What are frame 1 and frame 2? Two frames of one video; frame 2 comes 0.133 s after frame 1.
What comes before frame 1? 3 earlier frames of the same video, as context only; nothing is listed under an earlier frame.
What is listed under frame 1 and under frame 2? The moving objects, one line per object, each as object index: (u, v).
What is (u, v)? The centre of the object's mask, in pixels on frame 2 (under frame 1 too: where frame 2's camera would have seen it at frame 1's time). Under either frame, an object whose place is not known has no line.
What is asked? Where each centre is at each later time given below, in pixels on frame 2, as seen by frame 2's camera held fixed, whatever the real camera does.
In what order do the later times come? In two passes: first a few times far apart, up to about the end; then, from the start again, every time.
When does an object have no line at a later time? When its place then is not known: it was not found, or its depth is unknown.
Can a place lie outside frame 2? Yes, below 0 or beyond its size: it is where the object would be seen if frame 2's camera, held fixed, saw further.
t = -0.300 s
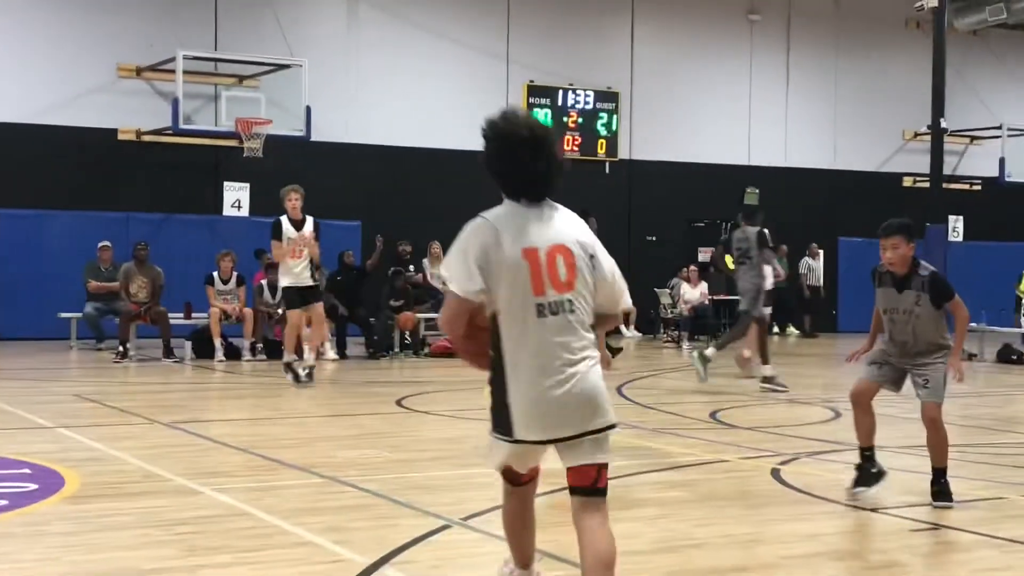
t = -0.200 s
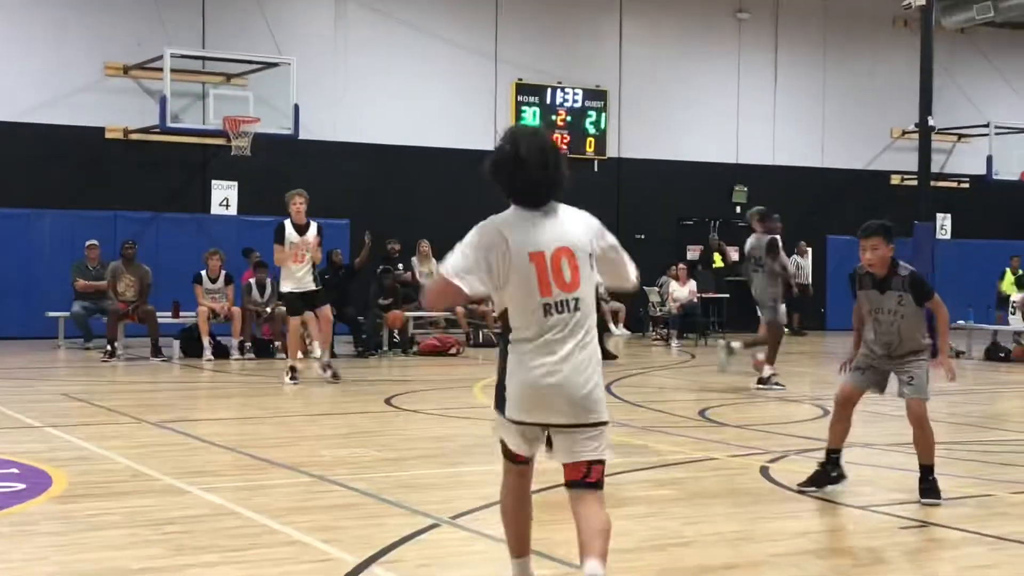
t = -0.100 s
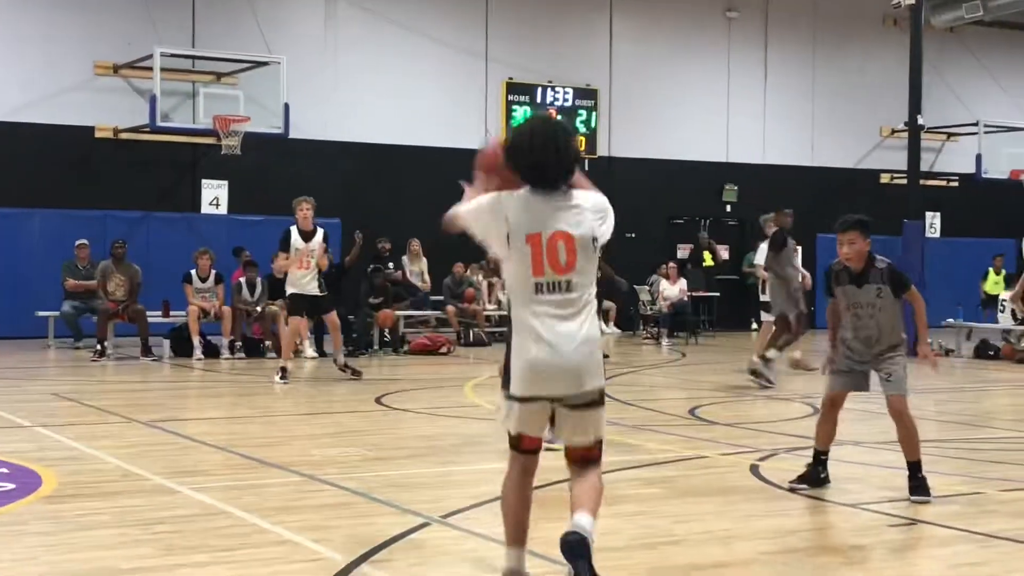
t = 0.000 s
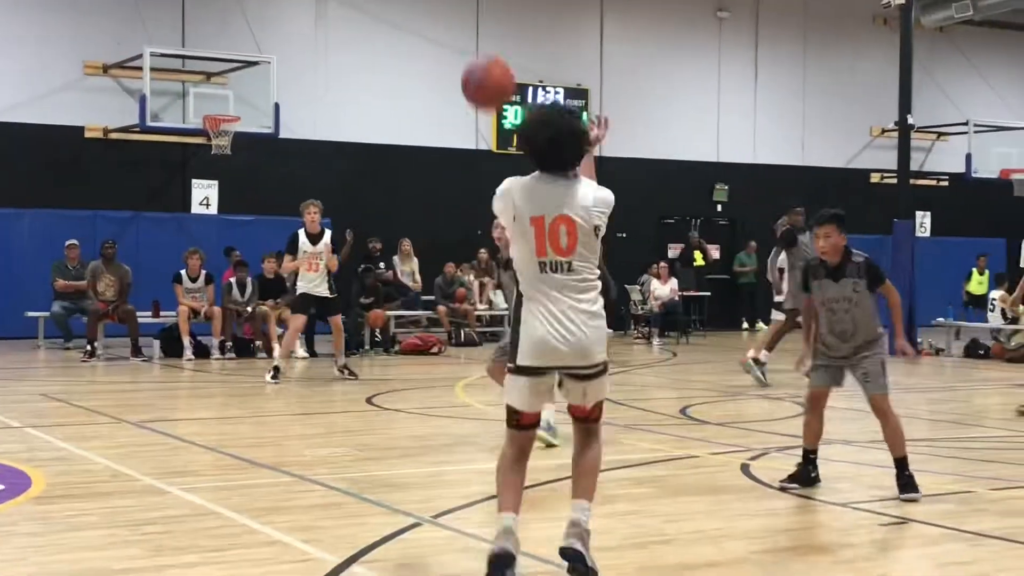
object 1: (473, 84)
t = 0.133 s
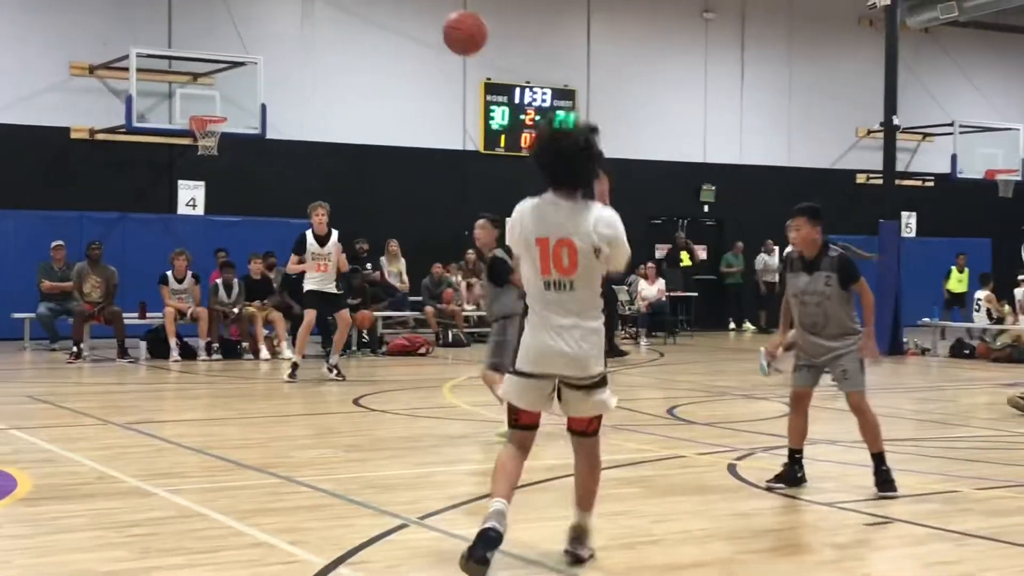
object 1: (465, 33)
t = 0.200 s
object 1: (460, 23)
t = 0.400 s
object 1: (445, 38)
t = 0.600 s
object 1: (436, 93)
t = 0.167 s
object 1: (462, 27)
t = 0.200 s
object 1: (460, 23)
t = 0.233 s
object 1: (457, 22)
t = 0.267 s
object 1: (454, 22)
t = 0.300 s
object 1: (452, 24)
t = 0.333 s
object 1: (450, 27)
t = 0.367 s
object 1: (447, 32)
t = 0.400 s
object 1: (445, 38)
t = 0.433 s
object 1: (443, 45)
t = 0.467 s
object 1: (442, 53)
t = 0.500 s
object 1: (440, 61)
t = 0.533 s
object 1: (438, 71)
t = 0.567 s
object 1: (436, 81)
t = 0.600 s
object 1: (436, 93)
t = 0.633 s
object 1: (434, 104)
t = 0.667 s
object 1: (433, 117)
